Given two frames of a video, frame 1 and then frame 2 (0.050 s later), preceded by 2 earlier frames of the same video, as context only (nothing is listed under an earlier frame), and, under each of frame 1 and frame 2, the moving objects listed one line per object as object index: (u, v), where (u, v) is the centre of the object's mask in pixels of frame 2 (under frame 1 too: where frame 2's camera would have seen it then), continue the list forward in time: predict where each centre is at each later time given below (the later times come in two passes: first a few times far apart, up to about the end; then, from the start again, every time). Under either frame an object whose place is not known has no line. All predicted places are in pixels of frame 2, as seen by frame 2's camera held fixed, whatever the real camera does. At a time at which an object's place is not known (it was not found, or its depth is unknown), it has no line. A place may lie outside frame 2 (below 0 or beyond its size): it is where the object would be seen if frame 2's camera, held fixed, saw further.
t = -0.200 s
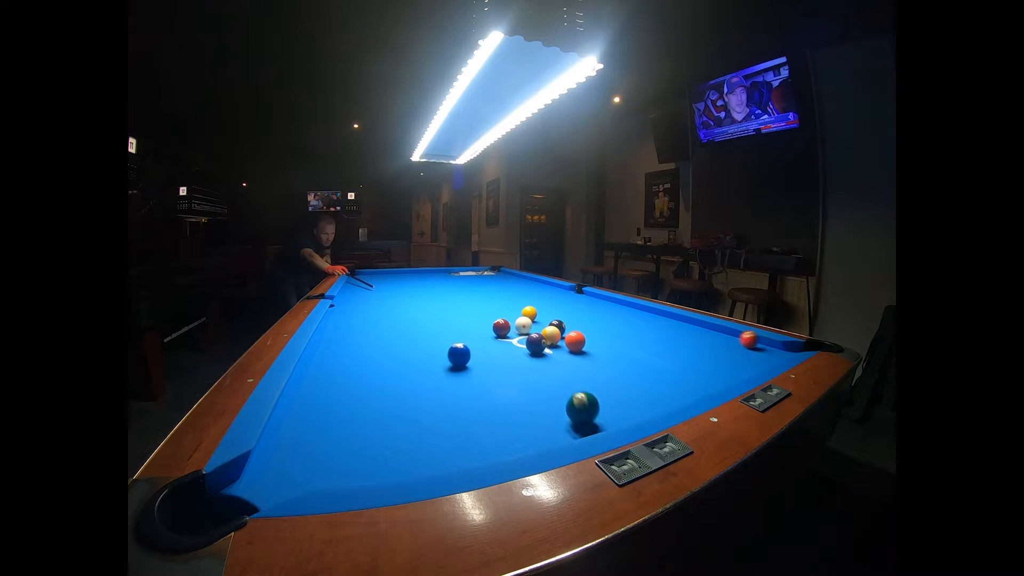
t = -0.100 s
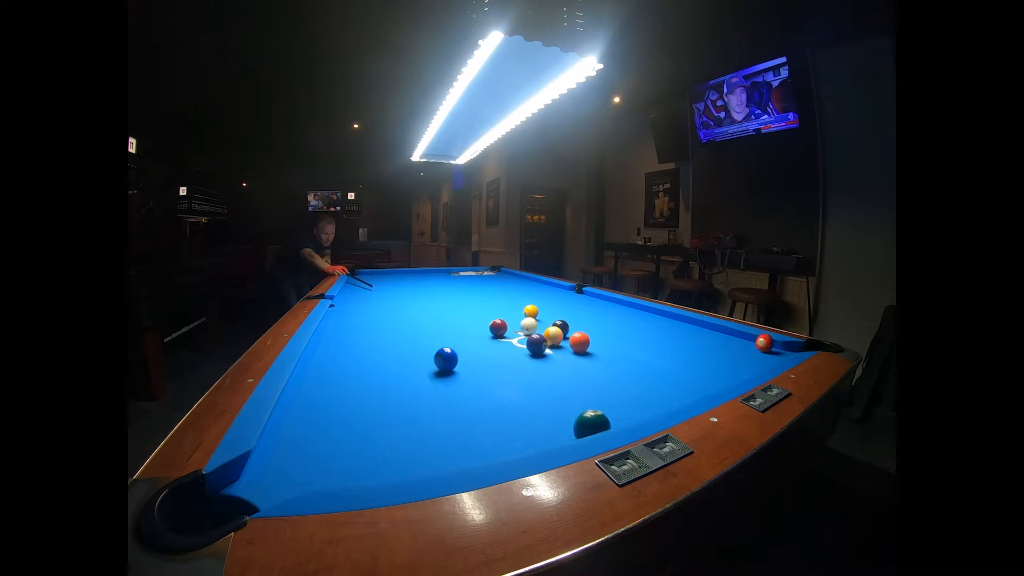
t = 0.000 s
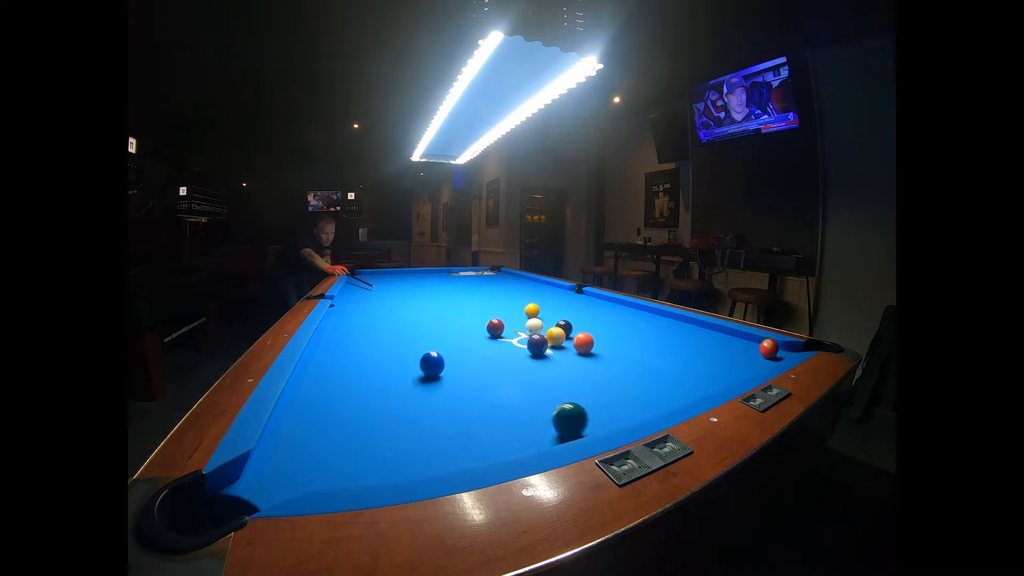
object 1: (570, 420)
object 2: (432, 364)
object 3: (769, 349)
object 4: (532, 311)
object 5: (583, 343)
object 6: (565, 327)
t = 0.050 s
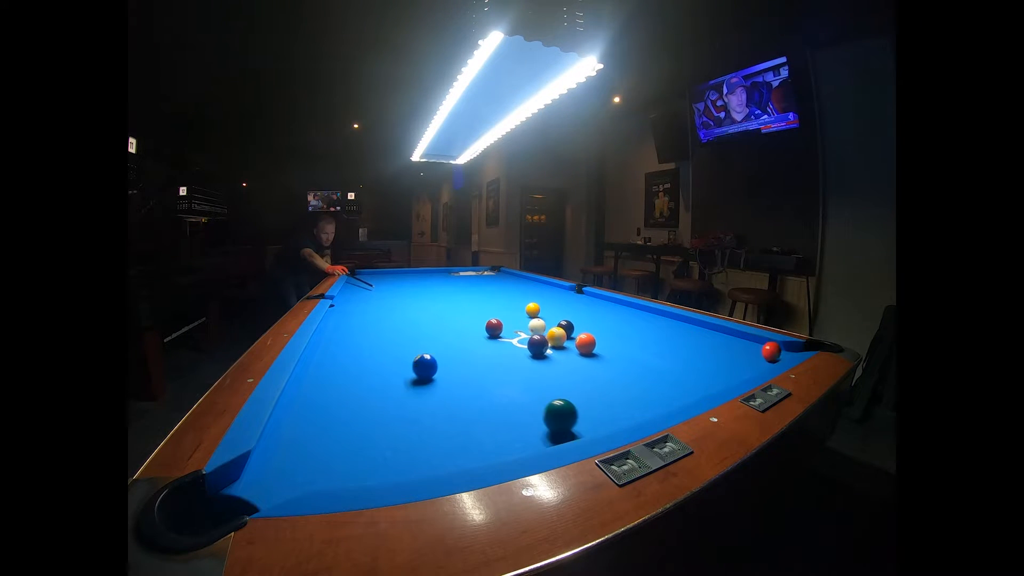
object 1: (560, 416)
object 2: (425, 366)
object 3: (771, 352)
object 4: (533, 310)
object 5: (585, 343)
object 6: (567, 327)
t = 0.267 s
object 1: (523, 401)
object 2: (392, 377)
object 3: (761, 359)
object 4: (535, 307)
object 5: (593, 345)
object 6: (572, 328)
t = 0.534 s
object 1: (486, 385)
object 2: (347, 390)
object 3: (723, 361)
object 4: (538, 304)
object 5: (600, 346)
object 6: (578, 328)
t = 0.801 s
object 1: (459, 373)
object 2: (300, 404)
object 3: (681, 362)
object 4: (541, 301)
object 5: (606, 347)
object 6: (586, 329)
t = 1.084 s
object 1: (436, 362)
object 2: (307, 412)
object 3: (635, 363)
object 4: (543, 299)
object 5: (609, 348)
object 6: (592, 329)
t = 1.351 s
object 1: (419, 353)
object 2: (326, 417)
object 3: (592, 363)
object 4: (545, 298)
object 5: (610, 349)
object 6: (595, 329)
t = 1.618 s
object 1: (405, 347)
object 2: (344, 421)
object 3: (549, 361)
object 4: (547, 296)
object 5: (610, 348)
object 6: (597, 329)
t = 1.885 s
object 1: (394, 341)
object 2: (358, 425)
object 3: (509, 358)
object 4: (548, 295)
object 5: (610, 348)
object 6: (597, 329)
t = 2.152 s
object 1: (385, 337)
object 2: (372, 426)
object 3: (473, 356)
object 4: (549, 294)
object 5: (610, 348)
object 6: (597, 329)
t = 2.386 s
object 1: (379, 333)
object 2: (382, 426)
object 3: (444, 354)
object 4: (550, 294)
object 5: (610, 349)
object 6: (597, 329)
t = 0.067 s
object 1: (557, 415)
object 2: (422, 367)
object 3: (772, 353)
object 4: (533, 309)
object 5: (586, 343)
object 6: (567, 327)
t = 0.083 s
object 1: (554, 414)
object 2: (420, 368)
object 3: (773, 353)
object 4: (533, 309)
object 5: (586, 343)
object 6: (568, 327)
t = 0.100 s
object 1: (551, 412)
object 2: (417, 369)
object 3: (773, 354)
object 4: (533, 309)
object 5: (587, 344)
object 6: (568, 327)
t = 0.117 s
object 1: (548, 411)
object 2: (415, 370)
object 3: (774, 355)
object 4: (533, 309)
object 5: (588, 344)
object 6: (569, 328)
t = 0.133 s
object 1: (545, 410)
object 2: (412, 371)
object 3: (775, 355)
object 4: (534, 309)
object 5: (588, 344)
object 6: (569, 328)
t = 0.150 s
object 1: (542, 409)
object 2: (410, 371)
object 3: (775, 356)
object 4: (534, 308)
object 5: (589, 344)
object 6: (569, 327)
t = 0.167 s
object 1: (539, 408)
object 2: (407, 372)
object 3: (775, 356)
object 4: (534, 308)
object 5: (590, 344)
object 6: (570, 328)
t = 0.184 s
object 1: (536, 406)
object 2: (405, 373)
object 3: (772, 356)
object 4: (534, 308)
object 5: (590, 344)
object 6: (570, 328)
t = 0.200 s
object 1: (533, 405)
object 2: (402, 373)
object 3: (770, 357)
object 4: (534, 308)
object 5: (591, 344)
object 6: (571, 328)
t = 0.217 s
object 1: (531, 404)
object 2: (400, 374)
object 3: (768, 357)
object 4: (535, 307)
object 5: (591, 344)
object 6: (571, 328)
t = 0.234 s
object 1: (528, 403)
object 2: (397, 375)
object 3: (766, 358)
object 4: (535, 307)
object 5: (592, 344)
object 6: (571, 328)
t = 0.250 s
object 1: (525, 402)
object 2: (394, 376)
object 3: (763, 358)
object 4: (535, 307)
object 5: (592, 345)
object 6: (572, 328)
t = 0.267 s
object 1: (523, 401)
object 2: (392, 377)
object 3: (761, 359)
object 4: (535, 307)
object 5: (593, 345)
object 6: (572, 328)
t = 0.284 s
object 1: (520, 400)
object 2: (389, 378)
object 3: (759, 359)
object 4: (535, 307)
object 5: (593, 345)
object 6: (573, 328)
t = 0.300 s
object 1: (518, 398)
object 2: (386, 379)
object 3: (757, 359)
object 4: (536, 307)
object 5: (594, 345)
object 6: (573, 328)
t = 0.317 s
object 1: (515, 397)
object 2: (384, 379)
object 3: (755, 360)
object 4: (536, 306)
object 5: (594, 345)
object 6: (573, 328)
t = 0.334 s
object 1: (513, 396)
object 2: (381, 380)
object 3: (752, 360)
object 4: (536, 306)
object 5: (595, 345)
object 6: (574, 328)
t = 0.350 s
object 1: (510, 395)
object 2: (378, 381)
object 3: (750, 360)
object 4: (536, 306)
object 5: (595, 345)
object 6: (574, 328)
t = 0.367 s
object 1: (508, 394)
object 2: (376, 382)
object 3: (748, 361)
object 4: (536, 306)
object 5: (596, 345)
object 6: (574, 328)
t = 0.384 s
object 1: (506, 393)
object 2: (373, 383)
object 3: (745, 361)
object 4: (537, 306)
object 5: (596, 345)
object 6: (575, 328)
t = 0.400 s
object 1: (504, 392)
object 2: (370, 384)
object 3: (743, 361)
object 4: (537, 305)
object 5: (597, 345)
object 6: (575, 328)
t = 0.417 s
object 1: (501, 391)
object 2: (367, 385)
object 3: (740, 361)
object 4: (537, 305)
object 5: (597, 345)
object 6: (575, 328)
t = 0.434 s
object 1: (499, 390)
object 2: (364, 386)
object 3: (738, 360)
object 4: (537, 305)
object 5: (598, 346)
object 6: (576, 328)
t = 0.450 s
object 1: (497, 390)
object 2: (362, 386)
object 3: (735, 361)
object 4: (537, 305)
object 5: (598, 346)
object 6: (576, 328)
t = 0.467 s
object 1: (495, 389)
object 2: (359, 387)
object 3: (733, 361)
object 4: (537, 305)
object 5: (599, 346)
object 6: (576, 328)
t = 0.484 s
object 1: (493, 388)
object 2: (356, 388)
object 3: (730, 361)
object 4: (537, 304)
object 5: (599, 346)
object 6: (577, 328)
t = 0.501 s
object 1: (490, 387)
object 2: (353, 388)
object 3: (728, 361)
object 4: (538, 304)
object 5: (599, 346)
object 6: (577, 328)
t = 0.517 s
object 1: (488, 386)
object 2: (350, 389)
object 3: (725, 361)
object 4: (538, 304)
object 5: (600, 346)
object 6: (578, 328)
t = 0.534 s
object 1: (486, 385)
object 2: (347, 390)
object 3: (723, 361)
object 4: (538, 304)
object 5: (600, 346)
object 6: (578, 328)
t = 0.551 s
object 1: (485, 384)
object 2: (345, 391)
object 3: (720, 361)
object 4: (538, 304)
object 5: (601, 346)
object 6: (579, 328)
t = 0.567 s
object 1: (483, 383)
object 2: (341, 392)
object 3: (718, 361)
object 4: (538, 304)
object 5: (601, 346)
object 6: (579, 328)
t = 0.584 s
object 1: (481, 383)
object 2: (339, 393)
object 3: (715, 361)
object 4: (539, 303)
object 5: (602, 346)
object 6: (580, 329)
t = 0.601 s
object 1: (479, 382)
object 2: (336, 394)
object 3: (713, 361)
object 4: (539, 303)
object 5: (602, 346)
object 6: (580, 329)
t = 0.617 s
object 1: (477, 381)
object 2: (333, 395)
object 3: (710, 361)
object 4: (539, 303)
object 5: (602, 347)
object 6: (581, 329)
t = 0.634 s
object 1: (475, 380)
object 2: (330, 396)
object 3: (708, 362)
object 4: (539, 303)
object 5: (603, 347)
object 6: (581, 329)
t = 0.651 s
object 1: (473, 379)
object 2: (327, 396)
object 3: (705, 362)
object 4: (539, 303)
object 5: (603, 347)
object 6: (581, 329)
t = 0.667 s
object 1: (472, 378)
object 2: (324, 397)
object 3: (702, 362)
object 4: (539, 303)
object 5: (603, 347)
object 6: (582, 329)
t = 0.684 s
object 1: (470, 378)
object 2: (321, 398)
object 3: (700, 361)
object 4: (540, 303)
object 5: (604, 347)
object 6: (582, 329)
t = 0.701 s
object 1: (468, 377)
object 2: (318, 399)
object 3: (697, 362)
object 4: (540, 302)
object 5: (604, 347)
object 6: (583, 329)
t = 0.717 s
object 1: (467, 376)
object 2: (315, 400)
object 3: (694, 362)
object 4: (540, 302)
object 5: (604, 347)
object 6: (583, 329)
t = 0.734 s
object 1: (465, 376)
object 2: (312, 401)
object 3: (692, 362)
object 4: (540, 302)
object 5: (605, 347)
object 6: (584, 329)
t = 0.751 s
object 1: (463, 375)
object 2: (309, 402)
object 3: (689, 362)
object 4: (540, 302)
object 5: (605, 347)
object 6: (584, 329)
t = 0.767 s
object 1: (462, 374)
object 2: (306, 403)
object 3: (686, 362)
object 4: (540, 302)
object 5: (605, 347)
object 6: (585, 329)
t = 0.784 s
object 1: (460, 373)
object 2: (303, 403)
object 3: (684, 362)
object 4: (540, 302)
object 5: (605, 347)
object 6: (585, 329)
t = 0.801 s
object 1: (459, 373)
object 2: (300, 404)
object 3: (681, 362)
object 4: (541, 301)
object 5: (606, 347)
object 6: (586, 329)
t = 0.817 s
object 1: (457, 372)
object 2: (297, 405)
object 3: (678, 362)
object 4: (541, 301)
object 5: (606, 347)
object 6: (586, 329)
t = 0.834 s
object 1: (456, 371)
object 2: (294, 406)
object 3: (676, 362)
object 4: (541, 301)
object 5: (606, 347)
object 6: (586, 329)
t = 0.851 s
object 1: (454, 370)
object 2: (291, 407)
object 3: (673, 362)
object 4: (541, 301)
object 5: (606, 347)
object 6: (587, 329)
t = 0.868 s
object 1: (453, 370)
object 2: (290, 408)
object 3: (671, 362)
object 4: (541, 301)
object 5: (606, 348)
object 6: (587, 329)
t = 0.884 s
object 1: (451, 369)
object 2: (291, 408)
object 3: (668, 362)
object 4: (541, 301)
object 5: (607, 348)
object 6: (588, 329)
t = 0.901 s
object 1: (450, 369)
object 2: (293, 409)
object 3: (665, 362)
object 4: (542, 301)
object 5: (607, 348)
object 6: (588, 329)
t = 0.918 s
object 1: (448, 368)
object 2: (294, 409)
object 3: (662, 362)
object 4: (542, 301)
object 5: (607, 348)
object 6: (588, 329)
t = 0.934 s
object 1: (447, 367)
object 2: (295, 410)
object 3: (660, 363)
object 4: (542, 300)
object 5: (607, 348)
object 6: (589, 329)
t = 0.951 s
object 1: (446, 367)
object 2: (297, 410)
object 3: (657, 362)
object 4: (542, 300)
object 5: (608, 348)
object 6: (589, 329)
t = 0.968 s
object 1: (444, 366)
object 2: (298, 410)
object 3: (654, 363)
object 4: (542, 300)
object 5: (608, 348)
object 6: (589, 329)
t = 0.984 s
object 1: (443, 365)
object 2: (299, 410)
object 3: (652, 363)
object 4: (542, 300)
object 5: (608, 348)
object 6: (590, 329)
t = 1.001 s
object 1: (442, 365)
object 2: (301, 411)
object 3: (649, 363)
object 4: (543, 300)
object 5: (608, 348)
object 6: (590, 329)
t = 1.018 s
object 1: (440, 364)
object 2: (302, 411)
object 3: (646, 363)
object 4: (543, 300)
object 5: (608, 348)
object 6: (590, 329)
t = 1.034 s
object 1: (439, 364)
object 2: (303, 411)
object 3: (643, 363)
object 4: (543, 300)
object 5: (608, 348)
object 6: (591, 329)
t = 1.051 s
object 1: (438, 363)
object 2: (304, 411)
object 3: (641, 363)
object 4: (543, 299)
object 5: (609, 348)
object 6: (591, 329)
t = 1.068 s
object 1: (437, 362)
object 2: (306, 412)
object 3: (638, 363)
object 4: (543, 299)
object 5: (609, 348)
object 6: (591, 329)
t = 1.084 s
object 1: (436, 362)
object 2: (307, 412)
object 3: (635, 363)
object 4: (543, 299)
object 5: (609, 348)
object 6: (592, 329)
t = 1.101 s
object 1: (434, 361)
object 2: (308, 413)
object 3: (633, 363)
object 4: (543, 299)
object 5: (609, 348)
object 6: (592, 329)
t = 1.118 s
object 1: (433, 361)
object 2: (310, 413)
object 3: (630, 363)
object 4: (543, 299)
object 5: (609, 348)
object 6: (592, 329)
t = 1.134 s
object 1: (432, 360)
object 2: (311, 413)
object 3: (627, 363)
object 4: (543, 299)
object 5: (609, 348)
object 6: (593, 329)
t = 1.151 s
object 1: (431, 360)
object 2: (312, 413)
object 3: (624, 363)
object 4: (544, 299)
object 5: (609, 348)
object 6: (593, 329)
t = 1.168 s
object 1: (430, 359)
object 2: (313, 414)
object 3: (621, 363)
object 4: (544, 299)
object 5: (609, 347)
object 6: (593, 329)
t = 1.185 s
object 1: (429, 358)
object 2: (314, 414)
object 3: (619, 363)
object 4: (544, 299)
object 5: (608, 347)
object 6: (593, 329)
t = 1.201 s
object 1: (428, 358)
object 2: (315, 414)
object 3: (616, 363)
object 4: (544, 298)
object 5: (609, 346)
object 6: (594, 329)
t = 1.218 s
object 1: (427, 357)
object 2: (317, 415)
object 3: (613, 363)
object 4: (544, 298)
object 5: (609, 345)
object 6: (594, 329)
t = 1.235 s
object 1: (426, 357)
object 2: (318, 415)
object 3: (610, 363)
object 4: (544, 298)
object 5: (610, 345)
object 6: (594, 329)
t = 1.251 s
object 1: (425, 356)
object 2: (319, 415)
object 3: (608, 363)
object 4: (544, 298)
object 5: (611, 345)
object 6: (594, 329)
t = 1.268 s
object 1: (423, 356)
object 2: (320, 415)
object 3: (605, 363)
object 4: (544, 298)
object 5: (611, 346)
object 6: (595, 329)
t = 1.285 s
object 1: (422, 355)
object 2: (321, 416)
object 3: (603, 363)
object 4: (544, 298)
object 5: (611, 346)
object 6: (595, 329)
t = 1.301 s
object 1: (421, 355)
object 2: (323, 416)
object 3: (600, 363)
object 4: (545, 298)
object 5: (611, 347)
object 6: (595, 329)
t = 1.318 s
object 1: (420, 354)
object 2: (324, 417)
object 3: (597, 363)
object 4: (545, 298)
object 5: (611, 347)
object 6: (595, 329)
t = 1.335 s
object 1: (420, 354)
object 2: (325, 417)
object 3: (594, 363)
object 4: (545, 298)
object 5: (611, 348)
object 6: (595, 329)
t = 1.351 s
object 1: (419, 353)
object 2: (326, 417)
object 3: (592, 363)
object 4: (545, 298)
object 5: (610, 349)
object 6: (595, 329)
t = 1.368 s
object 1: (418, 353)
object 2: (327, 418)
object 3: (589, 363)
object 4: (545, 297)
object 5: (611, 349)
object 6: (596, 329)
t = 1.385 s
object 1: (417, 352)
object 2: (328, 418)
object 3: (586, 363)
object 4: (545, 297)
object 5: (611, 349)
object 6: (596, 329)
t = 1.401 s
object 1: (416, 352)
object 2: (329, 418)
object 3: (583, 363)
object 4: (545, 297)
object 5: (611, 348)
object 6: (596, 329)
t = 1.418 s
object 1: (415, 352)
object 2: (331, 418)
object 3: (581, 363)
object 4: (546, 297)
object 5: (611, 349)
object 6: (596, 329)
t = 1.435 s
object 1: (414, 351)
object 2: (332, 419)
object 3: (578, 363)
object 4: (546, 297)
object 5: (611, 348)
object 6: (596, 329)
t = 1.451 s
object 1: (413, 351)
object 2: (333, 419)
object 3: (575, 363)
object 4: (546, 297)
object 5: (611, 349)
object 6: (596, 329)
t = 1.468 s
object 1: (412, 350)
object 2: (334, 419)
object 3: (573, 362)
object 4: (546, 297)
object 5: (611, 349)
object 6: (596, 329)
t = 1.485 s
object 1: (411, 350)
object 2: (335, 420)
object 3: (570, 362)
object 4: (546, 297)
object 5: (611, 349)
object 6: (596, 329)
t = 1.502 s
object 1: (411, 349)
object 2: (336, 420)
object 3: (567, 362)
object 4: (546, 297)
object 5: (611, 349)
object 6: (596, 329)
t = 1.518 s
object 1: (410, 349)
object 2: (337, 420)
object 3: (565, 362)
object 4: (546, 297)
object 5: (611, 349)
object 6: (597, 329)
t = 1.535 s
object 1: (409, 349)
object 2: (338, 420)
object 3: (562, 362)
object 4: (546, 297)
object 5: (611, 349)
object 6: (597, 329)
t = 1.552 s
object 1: (408, 348)
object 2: (339, 420)
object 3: (559, 362)
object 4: (546, 297)
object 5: (611, 348)
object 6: (597, 329)
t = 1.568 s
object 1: (407, 348)
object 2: (340, 421)
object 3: (557, 362)
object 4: (547, 296)
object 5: (611, 348)
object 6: (597, 329)
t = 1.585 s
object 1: (407, 347)
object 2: (341, 421)
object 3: (554, 362)
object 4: (547, 296)
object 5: (611, 348)
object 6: (597, 329)
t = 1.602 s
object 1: (406, 347)
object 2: (343, 421)
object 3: (551, 362)
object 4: (547, 296)
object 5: (610, 348)
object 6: (597, 329)
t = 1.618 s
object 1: (405, 347)
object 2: (344, 421)
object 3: (549, 361)
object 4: (547, 296)
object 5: (610, 348)
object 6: (597, 329)
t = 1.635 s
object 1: (404, 346)
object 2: (345, 422)
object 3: (546, 362)
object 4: (547, 296)
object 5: (610, 348)
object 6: (597, 329)
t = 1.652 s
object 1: (403, 346)
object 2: (346, 422)
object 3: (544, 360)
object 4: (547, 296)
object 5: (610, 348)
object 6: (597, 329)
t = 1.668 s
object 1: (403, 346)
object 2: (346, 422)
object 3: (541, 360)
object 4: (547, 296)
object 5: (610, 348)
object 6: (597, 329)
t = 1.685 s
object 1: (402, 345)
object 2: (347, 423)
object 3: (539, 361)
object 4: (547, 296)
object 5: (610, 348)
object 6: (597, 329)
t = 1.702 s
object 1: (401, 345)
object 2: (348, 423)
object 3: (536, 360)
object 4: (548, 296)
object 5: (610, 348)
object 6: (597, 329)
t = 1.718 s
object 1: (401, 345)
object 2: (349, 423)
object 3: (534, 360)
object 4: (548, 296)
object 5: (610, 348)
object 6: (597, 329)
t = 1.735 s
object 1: (400, 344)
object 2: (350, 423)
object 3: (531, 360)
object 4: (548, 296)
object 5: (610, 348)
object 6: (597, 329)
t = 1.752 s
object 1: (399, 344)
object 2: (351, 424)
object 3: (529, 360)
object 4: (548, 296)
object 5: (610, 348)
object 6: (597, 329)
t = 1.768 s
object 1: (398, 344)
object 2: (352, 424)
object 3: (526, 360)
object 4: (548, 296)
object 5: (610, 348)
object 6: (597, 329)
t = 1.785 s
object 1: (398, 343)
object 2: (353, 424)
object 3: (524, 359)
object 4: (548, 296)
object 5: (610, 348)
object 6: (597, 329)
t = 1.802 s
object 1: (397, 343)
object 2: (354, 424)
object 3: (521, 359)
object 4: (548, 296)
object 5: (610, 348)
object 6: (597, 329)
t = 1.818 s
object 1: (396, 343)
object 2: (355, 424)
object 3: (519, 359)
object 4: (548, 296)
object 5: (610, 349)
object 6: (597, 329)
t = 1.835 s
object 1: (396, 342)
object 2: (356, 425)
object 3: (516, 359)
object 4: (548, 296)
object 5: (610, 348)
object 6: (597, 329)
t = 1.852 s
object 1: (395, 342)
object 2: (357, 424)
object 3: (514, 359)
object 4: (548, 295)
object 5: (610, 348)
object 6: (597, 329)
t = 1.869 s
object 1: (394, 341)
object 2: (358, 425)
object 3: (511, 359)
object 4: (548, 295)
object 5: (610, 348)
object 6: (597, 329)
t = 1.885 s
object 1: (394, 341)
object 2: (358, 425)
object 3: (509, 358)
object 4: (548, 295)
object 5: (610, 348)
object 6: (597, 329)
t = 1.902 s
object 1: (393, 341)
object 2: (359, 425)
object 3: (507, 358)
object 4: (548, 295)
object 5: (610, 349)
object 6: (597, 329)
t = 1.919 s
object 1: (392, 341)
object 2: (360, 425)
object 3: (504, 359)
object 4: (549, 295)
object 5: (610, 349)
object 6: (597, 329)
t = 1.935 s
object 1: (392, 340)
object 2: (361, 425)
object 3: (502, 358)
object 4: (549, 295)
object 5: (610, 349)
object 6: (597, 329)
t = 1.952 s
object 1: (391, 340)
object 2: (362, 425)
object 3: (500, 358)
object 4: (549, 295)
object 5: (610, 349)
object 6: (597, 329)
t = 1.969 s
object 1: (391, 339)
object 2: (363, 426)
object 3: (497, 358)
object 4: (549, 295)
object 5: (610, 349)
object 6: (597, 329)
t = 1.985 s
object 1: (390, 339)
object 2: (364, 425)
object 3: (495, 358)
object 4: (549, 295)
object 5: (610, 349)
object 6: (597, 329)
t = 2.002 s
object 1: (390, 339)
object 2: (364, 426)
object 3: (493, 357)
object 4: (549, 295)
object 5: (610, 349)
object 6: (597, 329)
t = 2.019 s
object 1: (389, 339)
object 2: (365, 425)
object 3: (490, 358)
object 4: (549, 295)
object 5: (610, 348)
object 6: (597, 329)
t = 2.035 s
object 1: (388, 339)
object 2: (366, 426)
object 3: (488, 357)
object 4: (549, 295)
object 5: (610, 348)
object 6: (597, 329)
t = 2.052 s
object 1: (388, 338)
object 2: (367, 426)
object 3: (486, 357)
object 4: (549, 295)
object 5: (610, 348)
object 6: (597, 329)
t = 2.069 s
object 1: (387, 338)
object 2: (368, 426)
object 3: (484, 357)
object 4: (549, 295)
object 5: (610, 348)
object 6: (597, 329)
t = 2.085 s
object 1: (387, 338)
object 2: (369, 426)
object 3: (481, 357)
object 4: (549, 295)
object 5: (610, 348)
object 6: (597, 329)
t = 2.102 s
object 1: (386, 338)
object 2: (369, 426)
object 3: (479, 356)
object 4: (549, 294)
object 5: (610, 348)
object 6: (597, 329)
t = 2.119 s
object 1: (386, 337)
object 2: (370, 426)
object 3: (477, 356)
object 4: (549, 294)
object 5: (610, 348)
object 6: (597, 329)
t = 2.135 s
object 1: (385, 337)
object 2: (371, 426)
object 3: (475, 356)
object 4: (549, 294)
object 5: (610, 348)
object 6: (597, 329)
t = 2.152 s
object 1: (385, 337)
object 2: (372, 426)
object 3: (473, 356)
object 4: (549, 294)
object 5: (610, 348)
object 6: (597, 329)
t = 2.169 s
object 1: (384, 337)
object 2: (373, 426)
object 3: (470, 356)
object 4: (549, 294)
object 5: (610, 348)
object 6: (597, 329)
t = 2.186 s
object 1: (384, 336)
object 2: (373, 426)
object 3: (468, 356)
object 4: (549, 294)
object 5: (610, 348)
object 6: (597, 329)
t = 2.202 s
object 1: (383, 336)
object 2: (374, 426)
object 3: (466, 356)
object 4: (549, 294)
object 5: (610, 348)
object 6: (597, 329)
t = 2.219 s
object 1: (383, 336)
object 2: (375, 426)
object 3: (464, 355)
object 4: (550, 294)
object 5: (610, 348)
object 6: (597, 329)
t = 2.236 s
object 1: (382, 336)
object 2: (376, 426)
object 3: (462, 355)
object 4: (550, 294)
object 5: (610, 349)
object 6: (597, 329)
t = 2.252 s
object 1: (382, 335)
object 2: (376, 426)
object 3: (460, 355)
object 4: (550, 294)
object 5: (610, 349)
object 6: (597, 329)
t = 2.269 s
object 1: (382, 335)
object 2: (377, 426)
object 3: (458, 355)
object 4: (550, 294)
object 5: (610, 349)
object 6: (597, 329)
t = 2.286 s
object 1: (381, 335)
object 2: (378, 426)
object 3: (456, 355)
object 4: (550, 294)
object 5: (610, 349)
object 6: (597, 329)
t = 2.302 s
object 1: (381, 335)
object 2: (378, 426)
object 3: (454, 355)
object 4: (550, 294)
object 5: (610, 349)
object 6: (597, 329)
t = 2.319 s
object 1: (380, 334)
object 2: (379, 426)
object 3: (452, 354)
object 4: (550, 294)
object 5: (610, 349)
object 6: (597, 329)
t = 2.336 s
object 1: (380, 334)
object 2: (380, 426)
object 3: (450, 354)
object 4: (550, 294)
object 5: (610, 349)
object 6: (597, 329)
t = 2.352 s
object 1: (379, 334)
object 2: (380, 426)
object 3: (448, 354)
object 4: (550, 294)
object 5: (610, 349)
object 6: (597, 329)
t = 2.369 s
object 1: (379, 334)
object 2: (381, 426)
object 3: (446, 354)
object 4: (550, 294)
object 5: (610, 349)
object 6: (597, 329)
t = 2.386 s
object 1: (379, 333)
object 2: (382, 426)
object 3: (444, 354)
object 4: (550, 294)
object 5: (610, 349)
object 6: (597, 329)
